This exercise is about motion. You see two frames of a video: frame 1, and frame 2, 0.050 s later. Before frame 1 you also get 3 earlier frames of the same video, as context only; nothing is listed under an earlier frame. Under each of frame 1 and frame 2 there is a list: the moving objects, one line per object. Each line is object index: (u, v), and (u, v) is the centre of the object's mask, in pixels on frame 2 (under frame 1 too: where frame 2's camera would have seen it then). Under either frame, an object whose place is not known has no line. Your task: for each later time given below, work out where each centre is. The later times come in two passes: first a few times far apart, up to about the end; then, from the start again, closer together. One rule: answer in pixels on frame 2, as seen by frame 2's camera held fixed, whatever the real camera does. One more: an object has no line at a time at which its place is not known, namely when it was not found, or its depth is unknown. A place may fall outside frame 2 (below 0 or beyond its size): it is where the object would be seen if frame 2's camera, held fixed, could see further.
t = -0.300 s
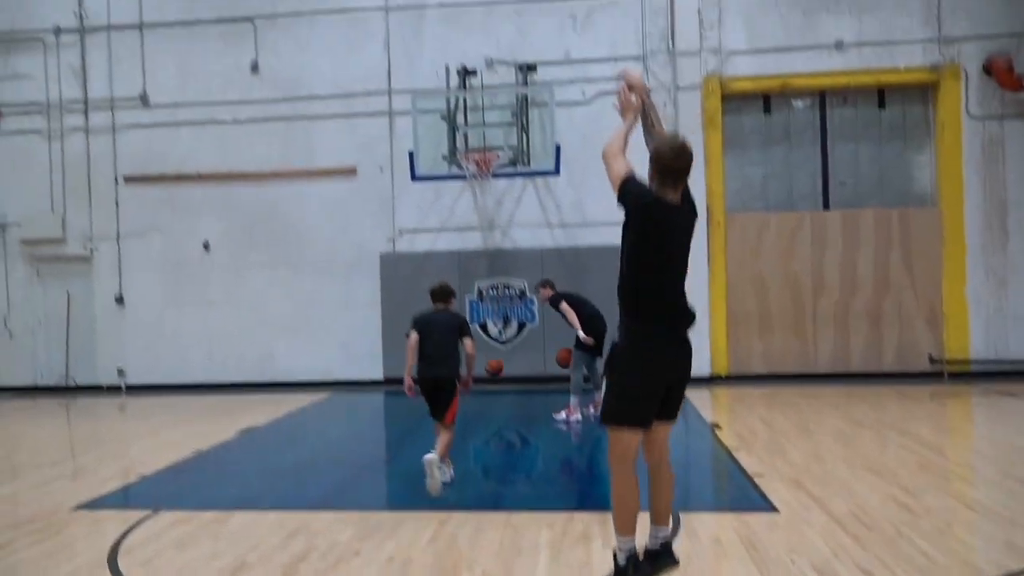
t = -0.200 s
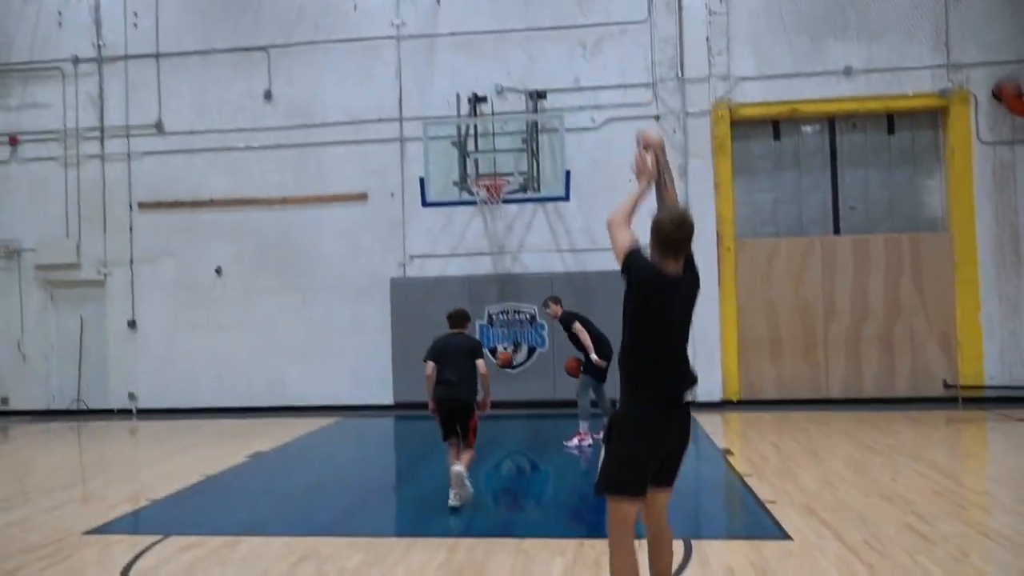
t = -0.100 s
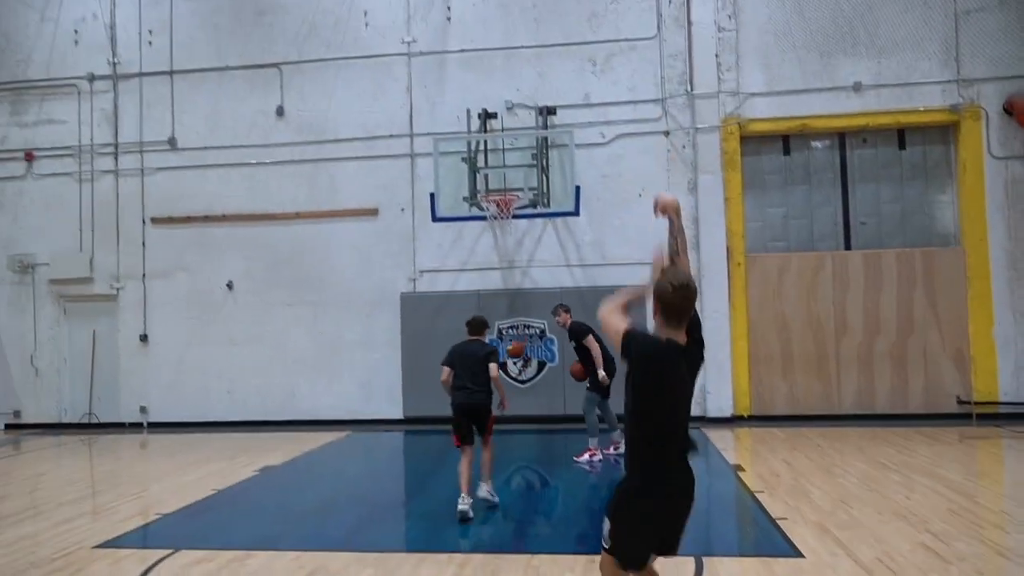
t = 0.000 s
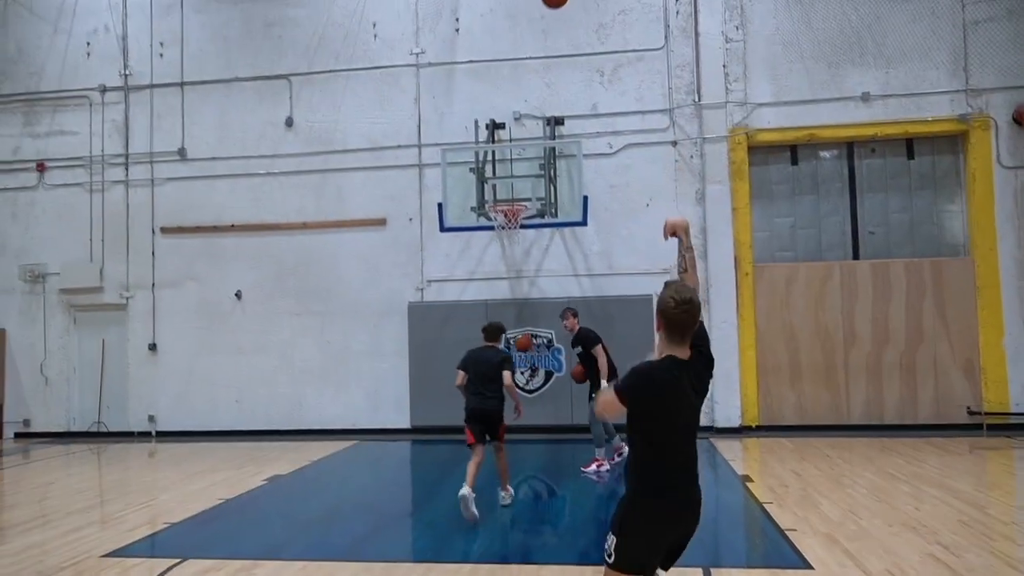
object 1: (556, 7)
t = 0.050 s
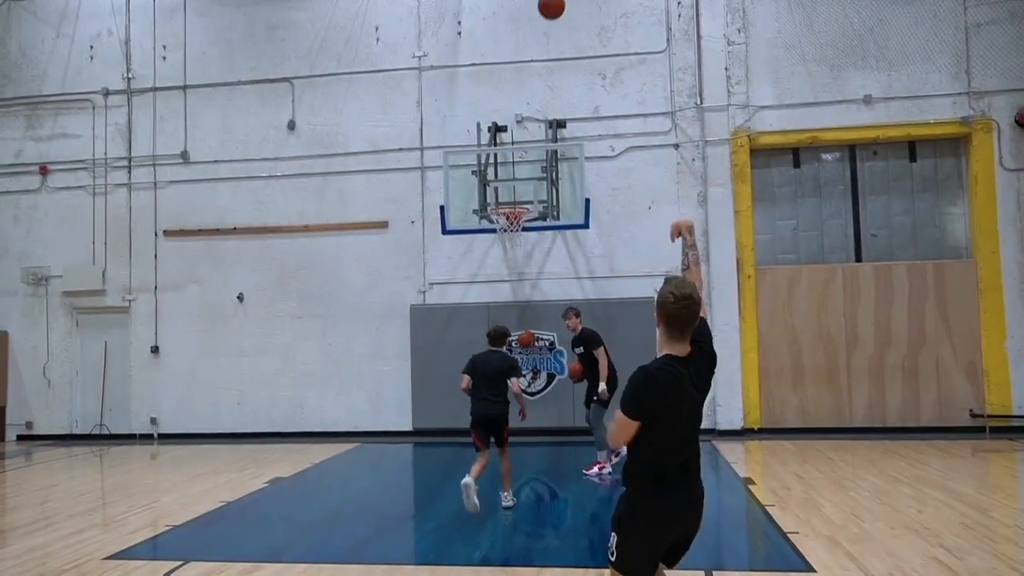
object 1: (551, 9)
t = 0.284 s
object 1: (534, 67)
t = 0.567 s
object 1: (521, 180)
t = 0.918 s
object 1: (502, 221)
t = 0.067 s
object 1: (550, 10)
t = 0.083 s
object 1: (548, 12)
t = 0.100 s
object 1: (547, 15)
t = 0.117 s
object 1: (545, 19)
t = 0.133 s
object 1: (544, 23)
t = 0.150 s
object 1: (543, 28)
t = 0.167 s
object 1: (541, 32)
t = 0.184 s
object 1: (540, 36)
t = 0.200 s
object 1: (539, 41)
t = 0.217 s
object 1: (538, 46)
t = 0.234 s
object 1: (537, 51)
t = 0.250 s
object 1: (536, 56)
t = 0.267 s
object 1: (535, 62)
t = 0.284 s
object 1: (534, 67)
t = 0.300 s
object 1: (533, 73)
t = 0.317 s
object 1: (532, 79)
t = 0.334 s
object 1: (531, 85)
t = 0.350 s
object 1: (530, 91)
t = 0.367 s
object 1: (529, 97)
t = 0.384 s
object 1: (528, 103)
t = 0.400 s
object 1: (527, 110)
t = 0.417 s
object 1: (527, 116)
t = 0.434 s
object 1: (526, 123)
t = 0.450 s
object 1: (525, 130)
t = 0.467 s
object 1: (525, 137)
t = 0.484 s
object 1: (524, 144)
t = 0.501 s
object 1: (523, 151)
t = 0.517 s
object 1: (522, 158)
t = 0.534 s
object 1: (522, 165)
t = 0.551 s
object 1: (521, 173)
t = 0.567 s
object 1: (521, 180)
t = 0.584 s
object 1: (519, 188)
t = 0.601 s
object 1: (519, 195)
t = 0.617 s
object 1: (519, 202)
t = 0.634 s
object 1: (517, 205)
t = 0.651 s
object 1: (516, 209)
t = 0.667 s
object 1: (514, 211)
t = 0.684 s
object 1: (513, 213)
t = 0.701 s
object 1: (511, 213)
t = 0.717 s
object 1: (508, 214)
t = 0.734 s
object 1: (511, 213)
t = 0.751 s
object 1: (510, 213)
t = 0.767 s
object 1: (503, 215)
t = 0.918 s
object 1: (502, 221)
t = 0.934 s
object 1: (509, 225)
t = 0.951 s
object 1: (510, 226)
